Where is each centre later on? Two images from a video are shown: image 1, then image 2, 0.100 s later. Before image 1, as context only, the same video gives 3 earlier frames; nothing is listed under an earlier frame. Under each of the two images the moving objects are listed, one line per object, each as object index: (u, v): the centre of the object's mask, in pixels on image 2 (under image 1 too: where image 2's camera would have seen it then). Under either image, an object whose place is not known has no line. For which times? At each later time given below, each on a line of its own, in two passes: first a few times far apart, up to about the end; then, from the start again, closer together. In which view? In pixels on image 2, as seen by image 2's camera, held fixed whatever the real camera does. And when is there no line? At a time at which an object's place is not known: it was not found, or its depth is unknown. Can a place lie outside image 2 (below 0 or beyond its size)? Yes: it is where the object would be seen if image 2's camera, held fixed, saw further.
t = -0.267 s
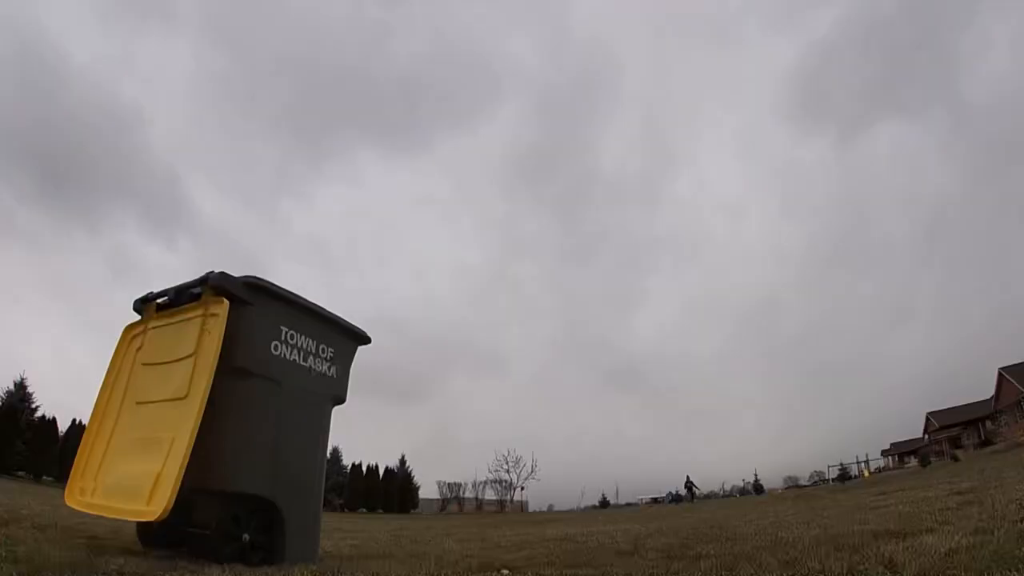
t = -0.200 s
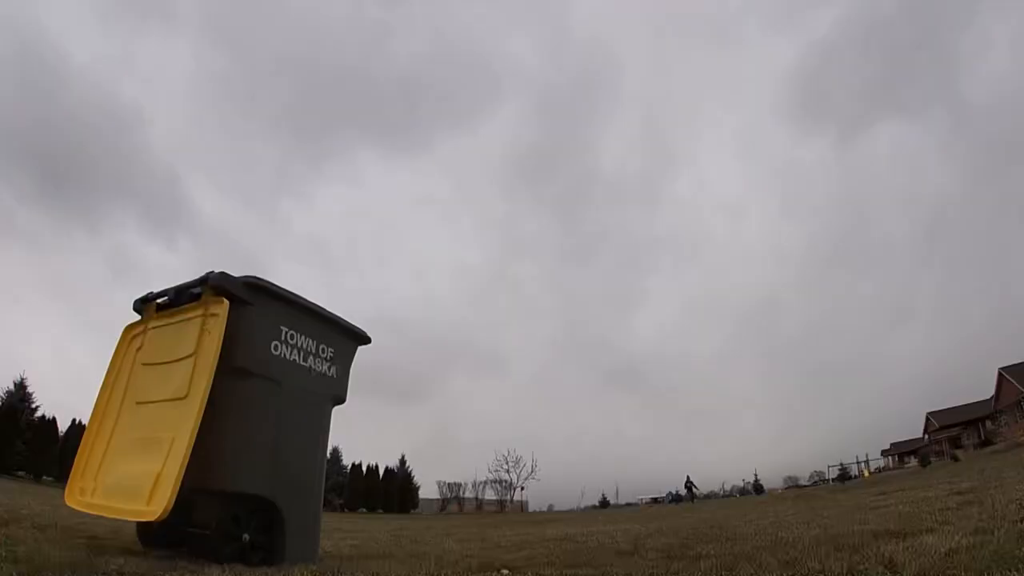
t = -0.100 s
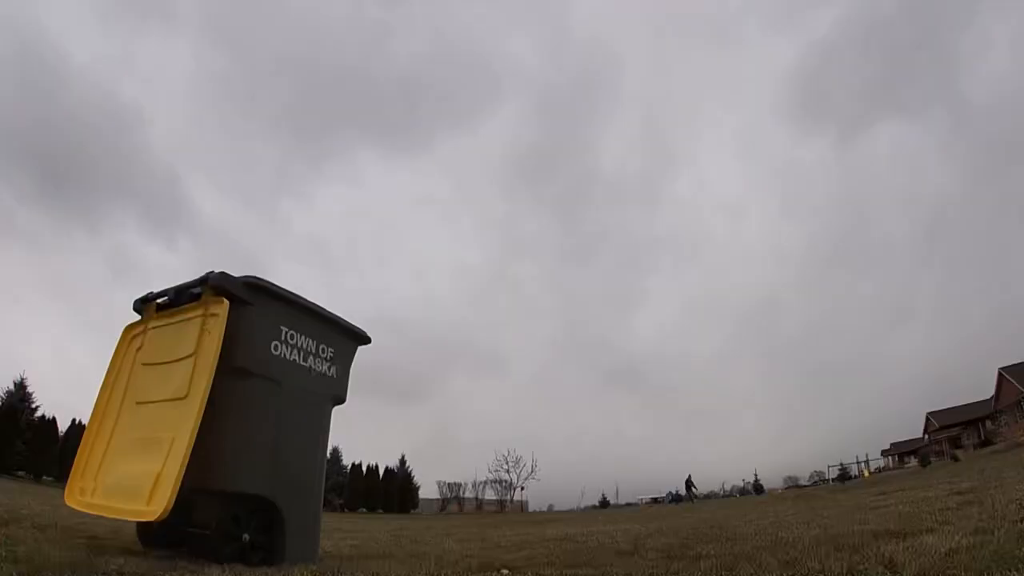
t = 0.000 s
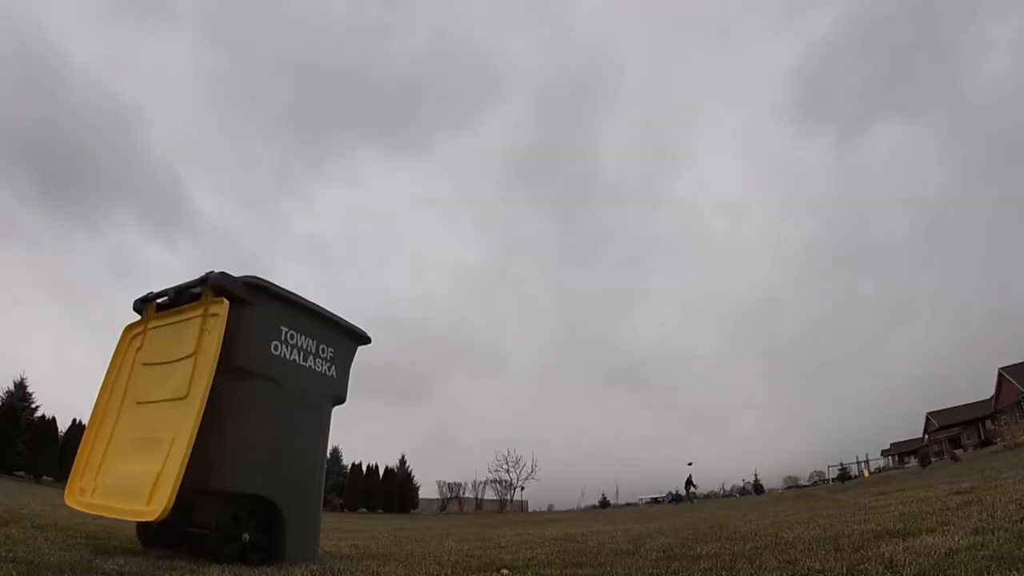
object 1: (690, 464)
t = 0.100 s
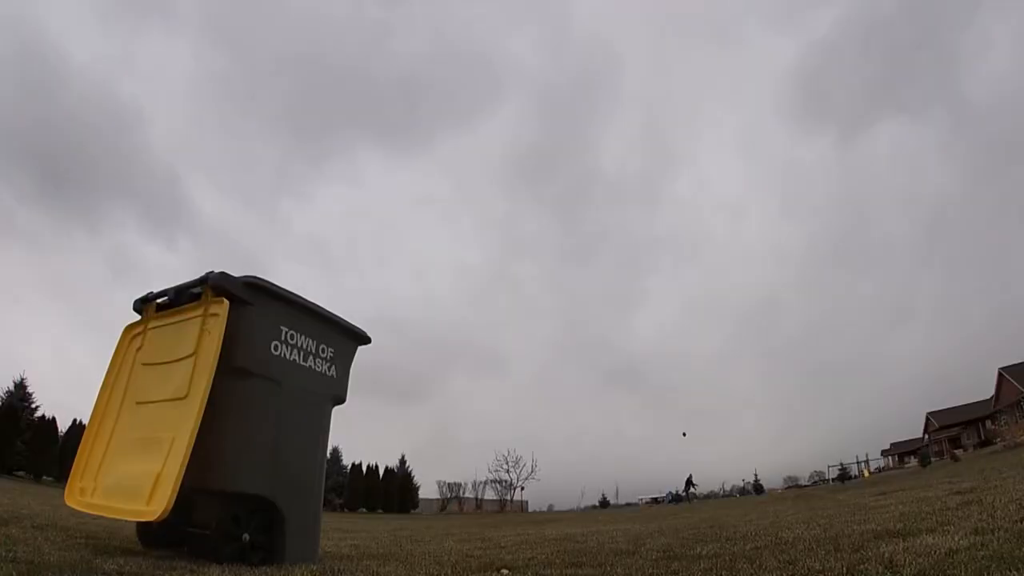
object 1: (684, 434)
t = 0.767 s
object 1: (652, 259)
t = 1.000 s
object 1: (643, 208)
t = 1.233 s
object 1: (633, 162)
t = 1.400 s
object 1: (627, 133)
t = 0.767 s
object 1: (652, 259)
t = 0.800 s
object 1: (650, 252)
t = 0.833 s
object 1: (649, 244)
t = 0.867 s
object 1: (648, 237)
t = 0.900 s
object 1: (646, 229)
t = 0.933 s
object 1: (645, 222)
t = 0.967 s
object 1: (644, 215)
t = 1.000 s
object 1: (643, 208)
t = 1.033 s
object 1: (641, 201)
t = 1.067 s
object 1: (640, 195)
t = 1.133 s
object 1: (637, 181)
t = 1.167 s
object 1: (636, 175)
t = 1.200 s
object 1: (635, 169)
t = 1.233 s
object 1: (633, 162)
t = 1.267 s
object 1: (632, 156)
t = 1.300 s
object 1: (631, 150)
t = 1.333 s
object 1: (629, 144)
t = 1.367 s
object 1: (628, 138)
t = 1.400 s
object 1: (627, 133)
